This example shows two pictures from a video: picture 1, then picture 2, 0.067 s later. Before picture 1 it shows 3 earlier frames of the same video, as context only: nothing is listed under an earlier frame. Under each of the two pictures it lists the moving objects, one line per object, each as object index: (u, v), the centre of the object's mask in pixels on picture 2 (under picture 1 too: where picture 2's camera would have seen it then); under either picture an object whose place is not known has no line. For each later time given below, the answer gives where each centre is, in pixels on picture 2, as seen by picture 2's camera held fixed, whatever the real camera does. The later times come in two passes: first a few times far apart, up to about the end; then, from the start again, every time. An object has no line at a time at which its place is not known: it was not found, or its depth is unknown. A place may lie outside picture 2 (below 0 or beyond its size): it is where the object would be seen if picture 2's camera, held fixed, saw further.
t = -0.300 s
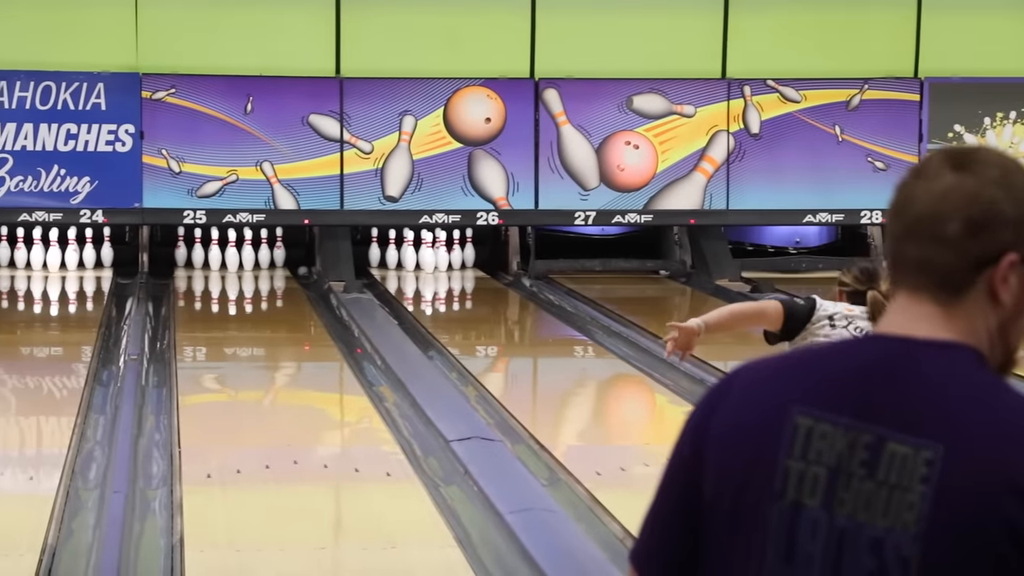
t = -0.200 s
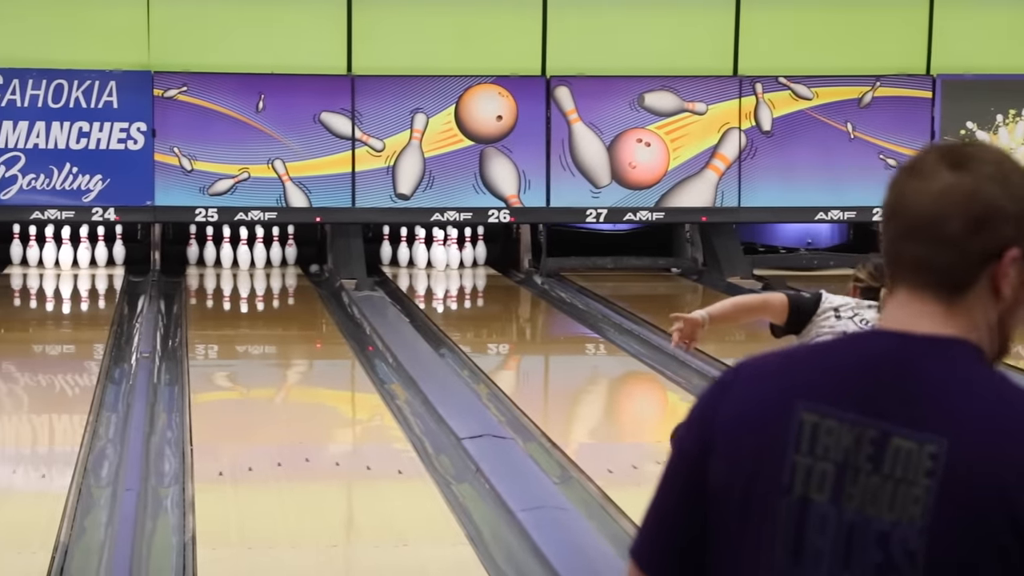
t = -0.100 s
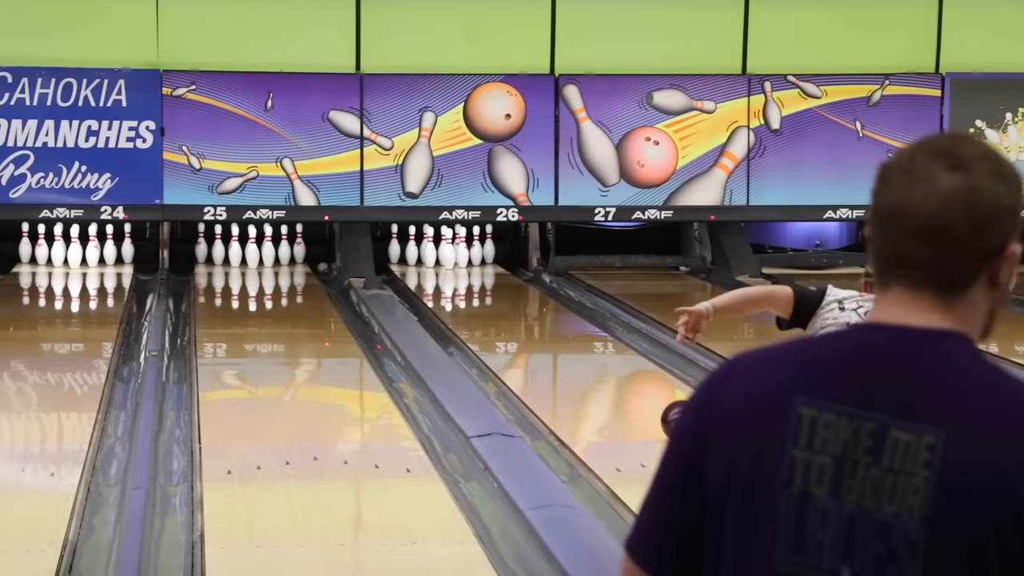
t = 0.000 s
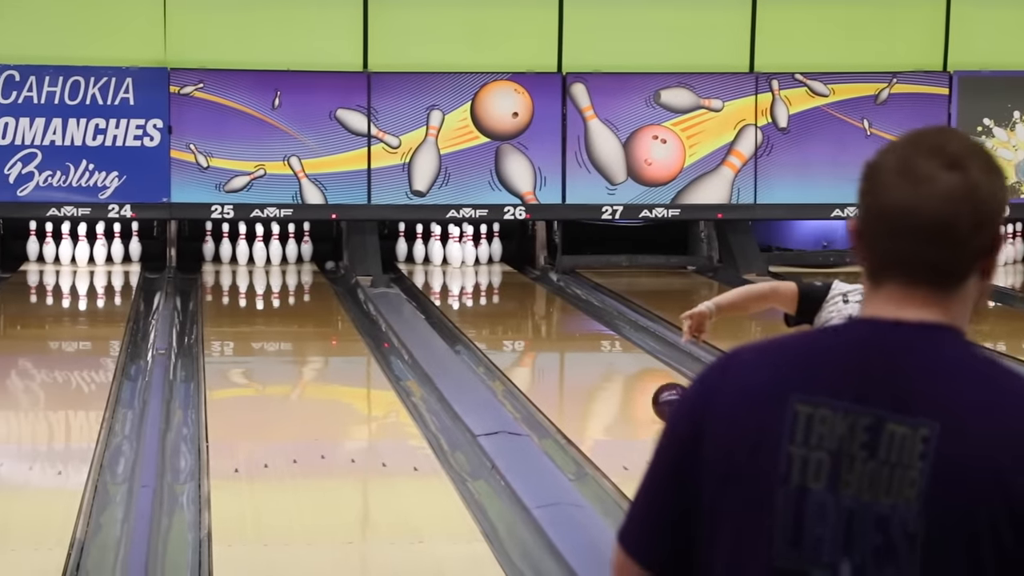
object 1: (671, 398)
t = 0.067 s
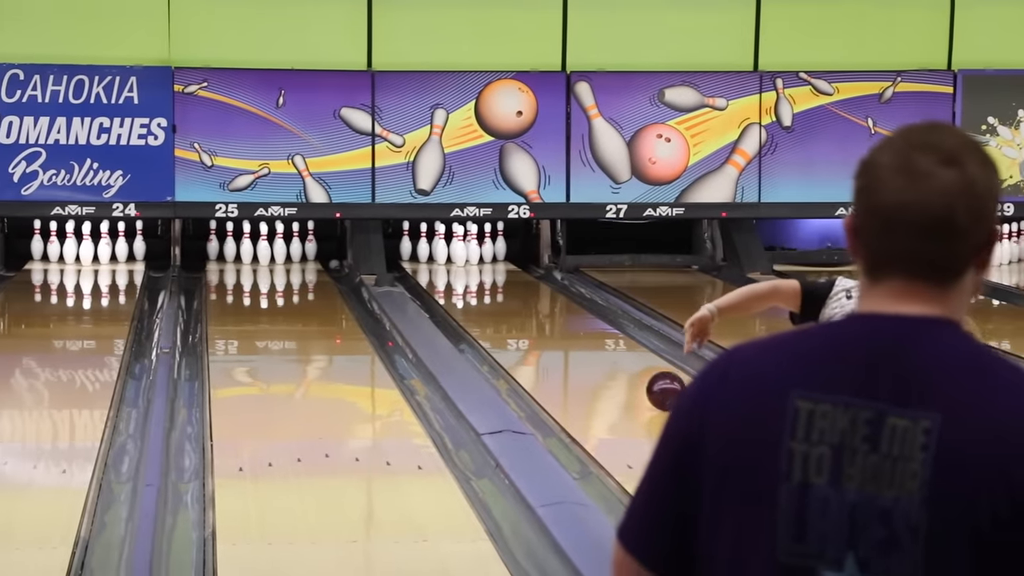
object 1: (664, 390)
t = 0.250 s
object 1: (639, 364)
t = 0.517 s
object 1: (607, 334)
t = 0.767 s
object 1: (580, 311)
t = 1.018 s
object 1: (554, 292)
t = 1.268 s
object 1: (525, 277)
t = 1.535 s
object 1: (491, 263)
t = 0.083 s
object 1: (662, 388)
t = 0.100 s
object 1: (661, 386)
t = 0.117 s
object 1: (658, 383)
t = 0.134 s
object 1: (655, 381)
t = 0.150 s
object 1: (653, 378)
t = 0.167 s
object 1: (651, 376)
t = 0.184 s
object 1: (648, 373)
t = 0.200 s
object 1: (646, 371)
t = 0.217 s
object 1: (643, 369)
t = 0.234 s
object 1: (641, 367)
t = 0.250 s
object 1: (639, 364)
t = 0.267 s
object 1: (637, 362)
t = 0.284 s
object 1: (635, 360)
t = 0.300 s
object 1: (633, 358)
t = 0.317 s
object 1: (630, 356)
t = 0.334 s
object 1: (628, 354)
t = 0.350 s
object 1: (626, 352)
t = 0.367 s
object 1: (624, 350)
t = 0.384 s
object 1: (622, 348)
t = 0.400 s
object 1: (620, 346)
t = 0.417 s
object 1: (618, 344)
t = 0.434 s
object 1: (616, 343)
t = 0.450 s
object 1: (614, 341)
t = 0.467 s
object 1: (612, 339)
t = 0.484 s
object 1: (611, 337)
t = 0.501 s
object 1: (609, 335)
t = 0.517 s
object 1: (607, 334)
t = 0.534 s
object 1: (605, 332)
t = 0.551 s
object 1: (604, 331)
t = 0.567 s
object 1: (602, 329)
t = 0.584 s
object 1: (600, 327)
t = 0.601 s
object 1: (598, 326)
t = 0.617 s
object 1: (597, 324)
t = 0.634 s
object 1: (595, 322)
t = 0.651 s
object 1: (593, 321)
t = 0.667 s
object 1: (591, 320)
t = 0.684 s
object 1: (590, 318)
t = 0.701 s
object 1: (588, 317)
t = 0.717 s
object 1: (586, 315)
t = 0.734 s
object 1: (584, 314)
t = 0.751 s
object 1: (582, 313)
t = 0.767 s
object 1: (580, 311)
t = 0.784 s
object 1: (578, 310)
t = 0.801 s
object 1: (577, 309)
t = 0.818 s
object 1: (575, 306)
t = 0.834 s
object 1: (573, 305)
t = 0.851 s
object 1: (572, 305)
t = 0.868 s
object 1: (571, 303)
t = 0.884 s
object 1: (568, 302)
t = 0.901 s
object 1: (566, 301)
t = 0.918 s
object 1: (565, 299)
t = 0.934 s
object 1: (563, 299)
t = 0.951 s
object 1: (561, 297)
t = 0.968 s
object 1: (559, 296)
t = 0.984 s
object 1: (558, 294)
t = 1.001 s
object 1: (556, 293)
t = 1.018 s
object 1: (554, 292)
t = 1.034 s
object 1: (552, 291)
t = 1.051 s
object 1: (550, 290)
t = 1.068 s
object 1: (549, 289)
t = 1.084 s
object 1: (546, 288)
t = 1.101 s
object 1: (545, 287)
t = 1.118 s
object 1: (543, 286)
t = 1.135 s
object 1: (541, 285)
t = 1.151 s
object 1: (539, 284)
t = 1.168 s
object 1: (537, 284)
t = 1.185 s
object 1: (535, 283)
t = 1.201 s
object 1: (533, 282)
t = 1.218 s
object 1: (532, 279)
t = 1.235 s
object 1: (529, 279)
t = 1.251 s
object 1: (528, 278)
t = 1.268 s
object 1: (525, 277)
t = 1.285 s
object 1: (523, 276)
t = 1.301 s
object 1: (521, 275)
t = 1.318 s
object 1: (520, 274)
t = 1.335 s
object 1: (518, 273)
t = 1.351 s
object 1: (516, 272)
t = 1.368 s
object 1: (513, 272)
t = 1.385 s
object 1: (511, 271)
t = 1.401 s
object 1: (508, 270)
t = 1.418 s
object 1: (507, 269)
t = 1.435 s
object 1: (504, 268)
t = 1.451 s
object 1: (502, 267)
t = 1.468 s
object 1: (500, 267)
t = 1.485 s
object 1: (498, 266)
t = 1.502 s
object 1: (495, 265)
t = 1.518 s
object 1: (493, 264)
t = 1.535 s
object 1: (491, 263)
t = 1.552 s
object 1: (489, 263)
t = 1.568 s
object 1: (487, 262)
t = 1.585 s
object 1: (485, 261)
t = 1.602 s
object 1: (483, 261)
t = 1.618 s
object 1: (481, 260)
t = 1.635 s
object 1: (479, 259)
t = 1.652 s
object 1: (477, 259)
